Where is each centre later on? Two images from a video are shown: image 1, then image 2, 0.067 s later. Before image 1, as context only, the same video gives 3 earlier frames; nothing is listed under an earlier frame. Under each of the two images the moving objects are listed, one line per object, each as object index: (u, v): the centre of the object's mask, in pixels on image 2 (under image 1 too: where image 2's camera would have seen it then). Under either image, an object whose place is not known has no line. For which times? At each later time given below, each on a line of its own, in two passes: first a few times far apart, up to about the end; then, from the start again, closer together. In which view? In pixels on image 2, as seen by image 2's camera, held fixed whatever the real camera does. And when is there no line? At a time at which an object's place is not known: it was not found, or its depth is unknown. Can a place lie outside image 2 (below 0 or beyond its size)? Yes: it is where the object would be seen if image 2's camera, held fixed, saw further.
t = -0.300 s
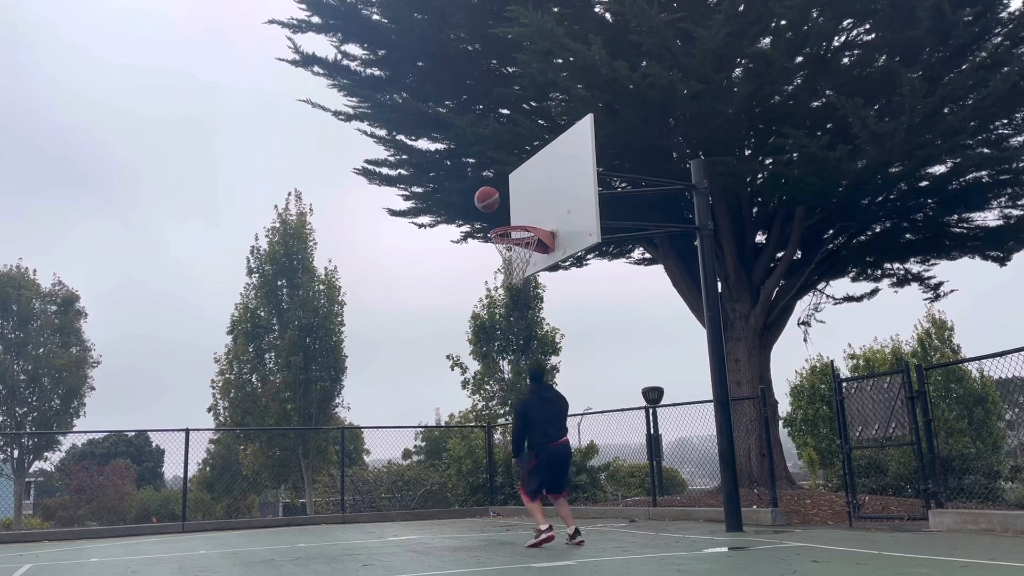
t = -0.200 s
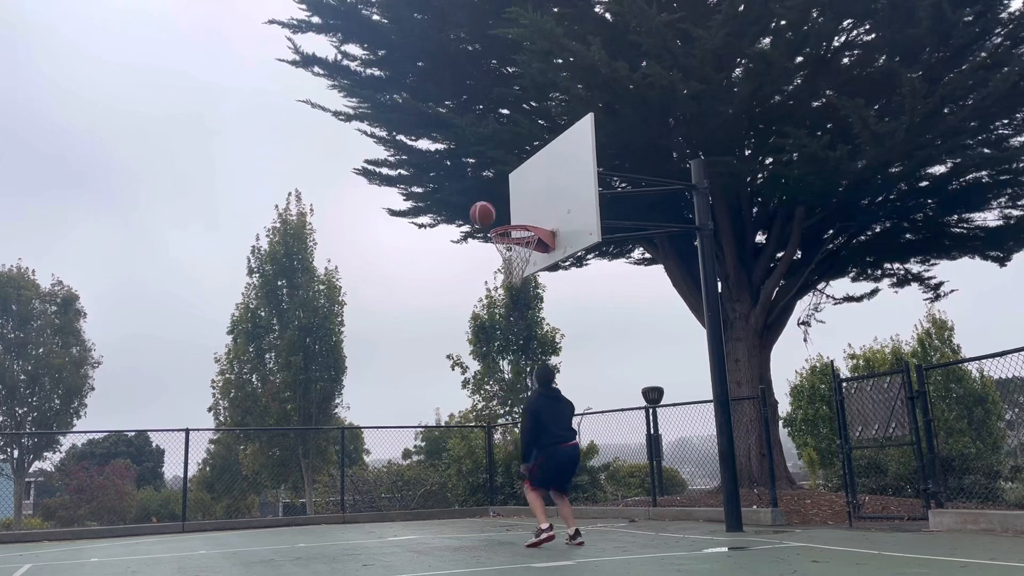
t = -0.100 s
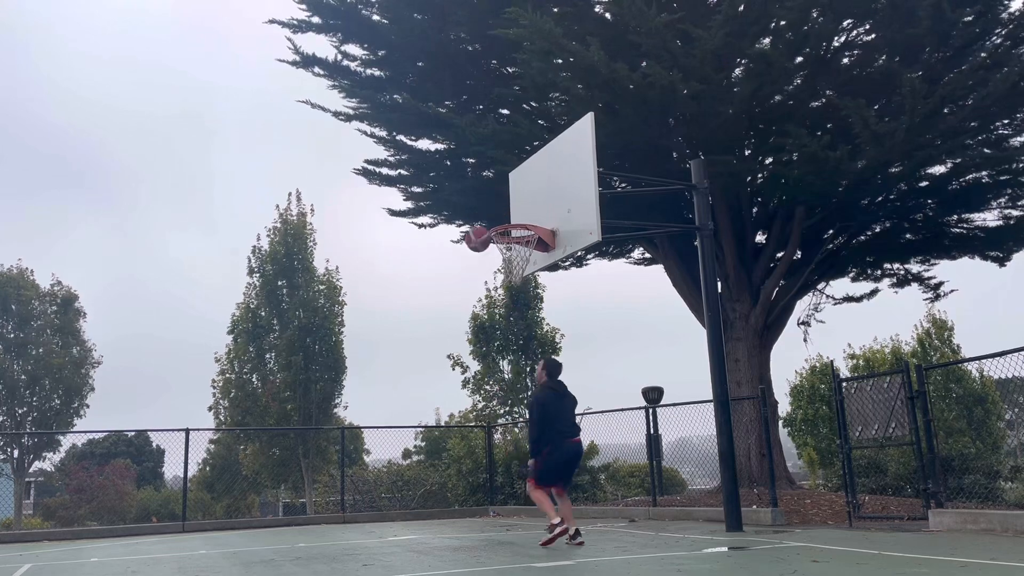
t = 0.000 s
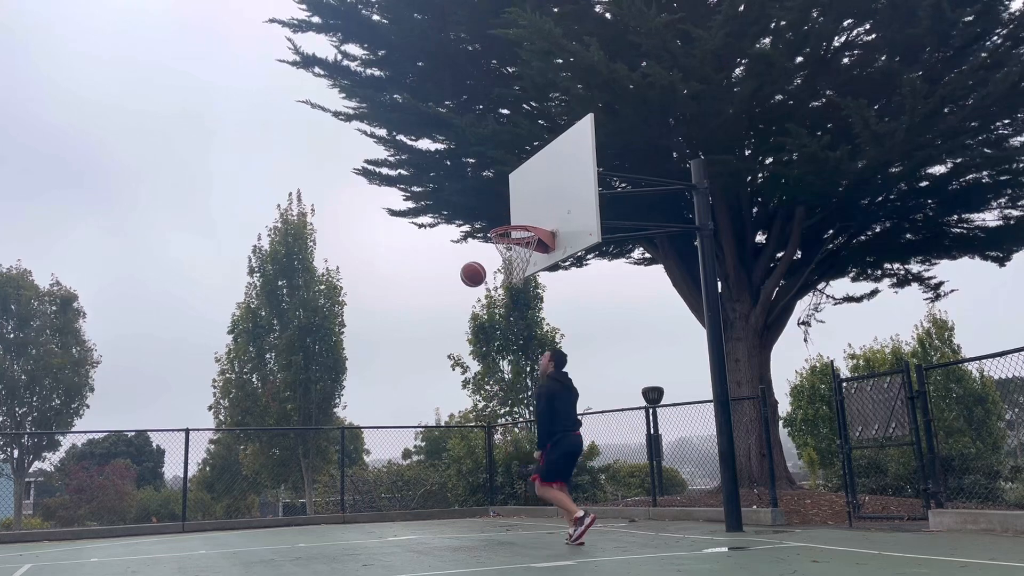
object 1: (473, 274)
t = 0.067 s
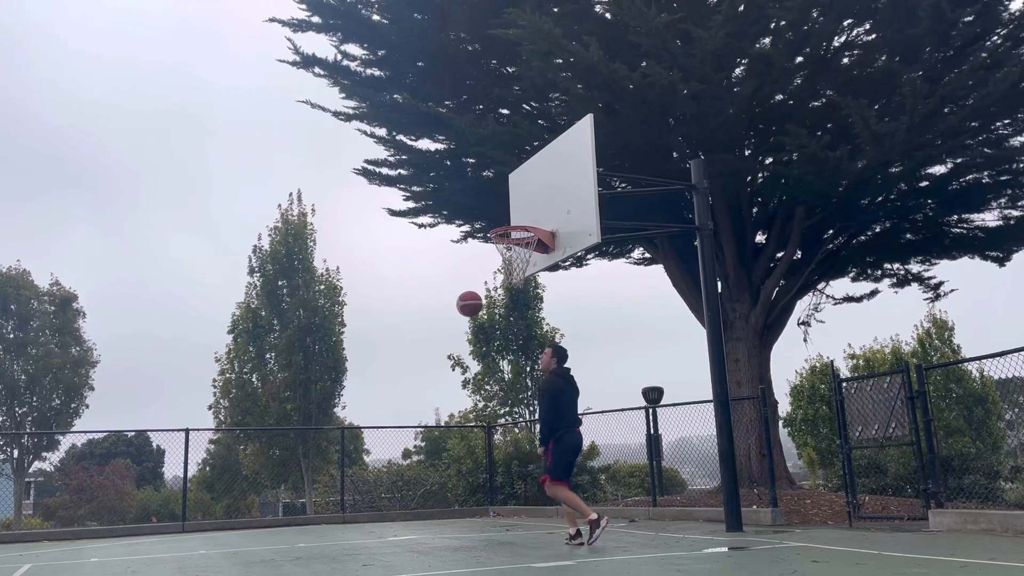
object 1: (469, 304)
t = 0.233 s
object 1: (459, 402)
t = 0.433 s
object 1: (445, 516)
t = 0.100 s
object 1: (467, 320)
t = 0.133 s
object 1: (465, 338)
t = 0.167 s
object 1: (463, 358)
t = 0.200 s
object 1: (461, 379)
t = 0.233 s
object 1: (459, 402)
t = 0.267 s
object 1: (457, 426)
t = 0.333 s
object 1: (454, 479)
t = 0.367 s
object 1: (451, 508)
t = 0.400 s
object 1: (450, 539)
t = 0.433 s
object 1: (445, 516)
